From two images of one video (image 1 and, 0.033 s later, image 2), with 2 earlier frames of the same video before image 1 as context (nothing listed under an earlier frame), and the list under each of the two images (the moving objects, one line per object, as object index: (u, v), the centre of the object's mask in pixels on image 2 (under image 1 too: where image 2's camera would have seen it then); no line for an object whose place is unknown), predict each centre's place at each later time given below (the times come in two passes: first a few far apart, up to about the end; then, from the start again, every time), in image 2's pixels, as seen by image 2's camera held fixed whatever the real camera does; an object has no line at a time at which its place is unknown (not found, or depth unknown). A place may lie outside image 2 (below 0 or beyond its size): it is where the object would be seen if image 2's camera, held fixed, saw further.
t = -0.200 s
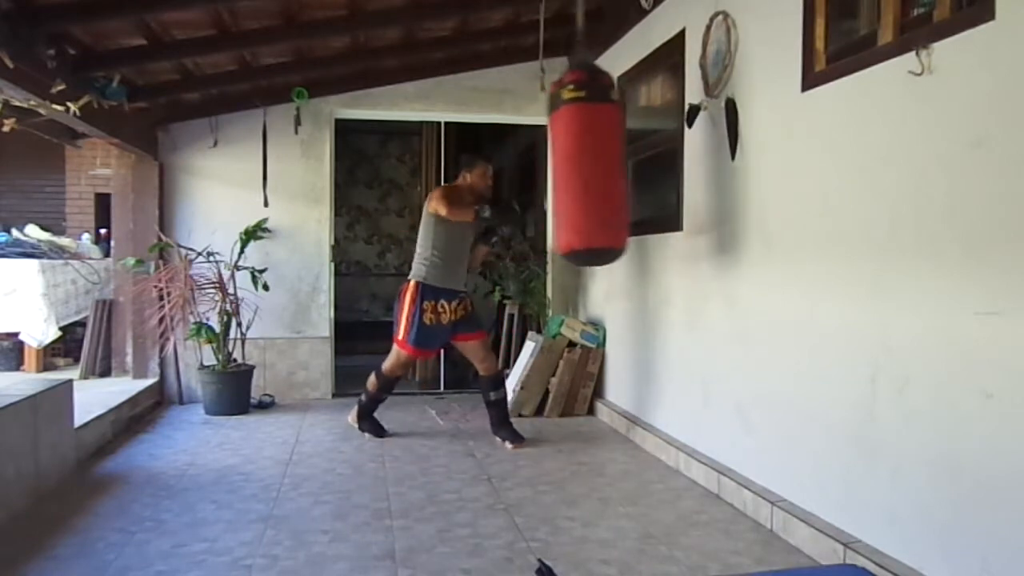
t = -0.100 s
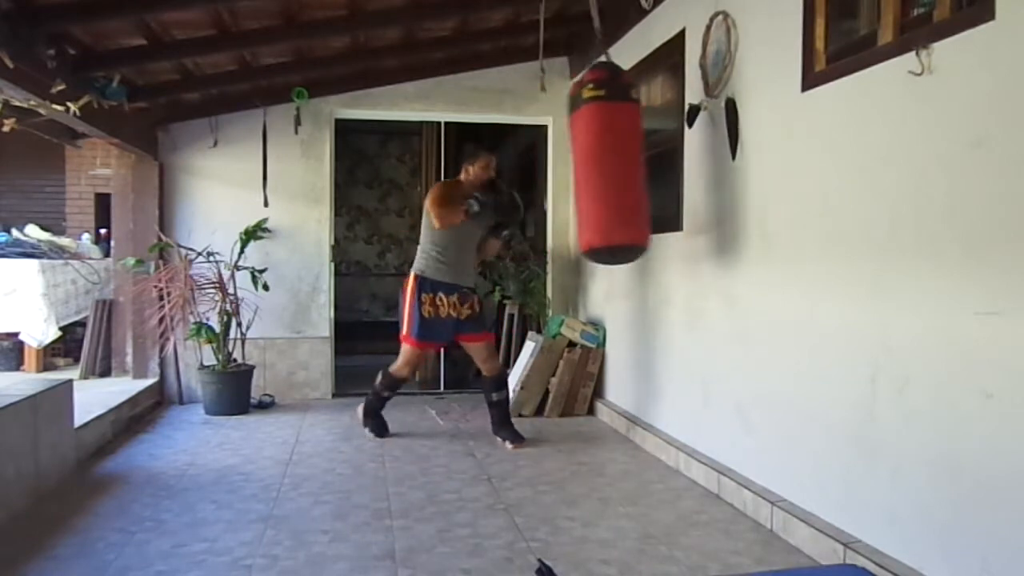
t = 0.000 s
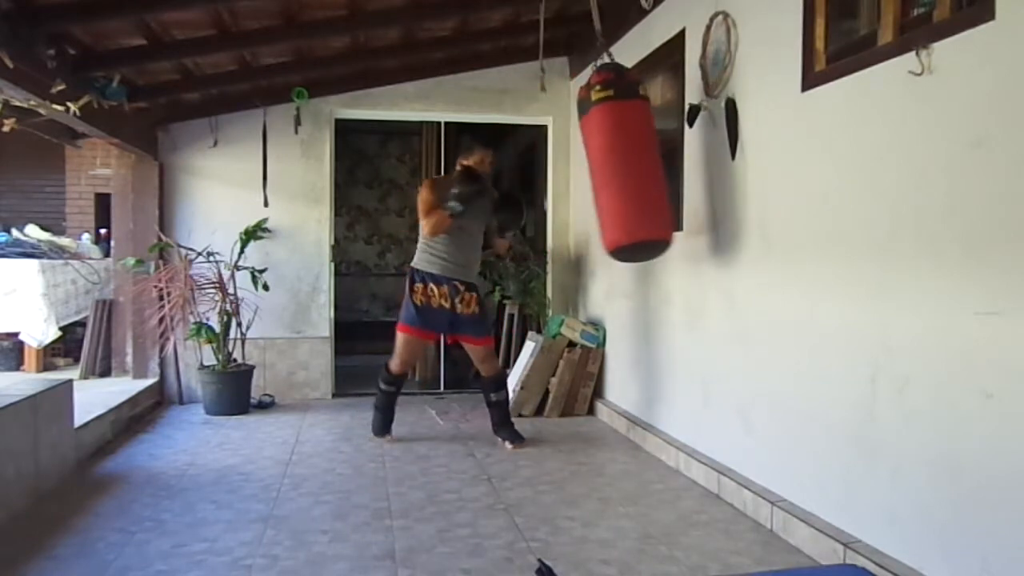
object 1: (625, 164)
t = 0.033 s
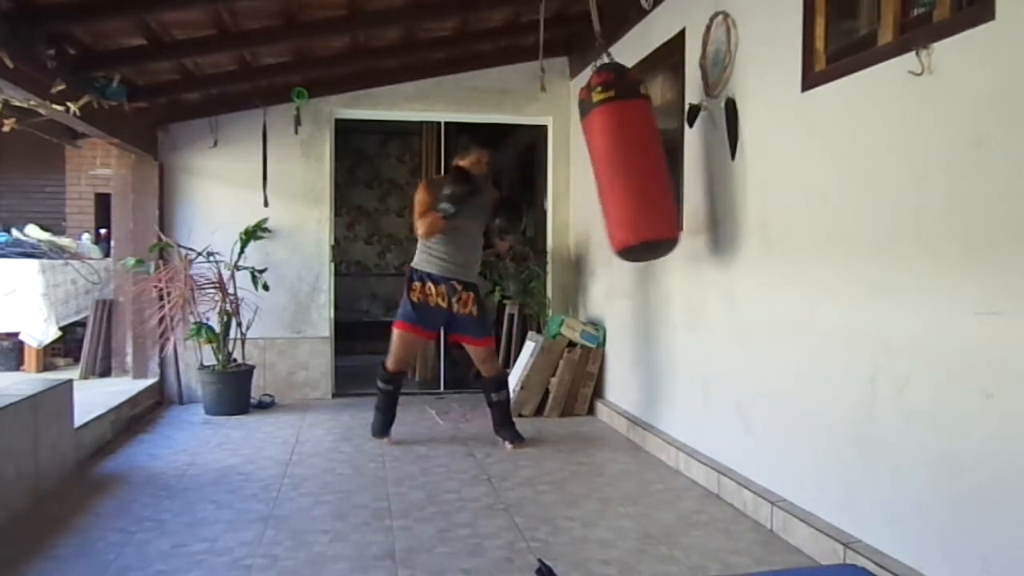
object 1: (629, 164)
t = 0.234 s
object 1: (645, 162)
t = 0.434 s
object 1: (639, 166)
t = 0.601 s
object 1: (620, 169)
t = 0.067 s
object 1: (632, 163)
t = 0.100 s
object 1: (635, 162)
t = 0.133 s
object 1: (638, 161)
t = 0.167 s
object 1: (641, 161)
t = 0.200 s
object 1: (643, 162)
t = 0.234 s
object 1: (645, 162)
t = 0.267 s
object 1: (645, 163)
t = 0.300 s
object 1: (646, 163)
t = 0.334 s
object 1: (645, 164)
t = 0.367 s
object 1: (644, 164)
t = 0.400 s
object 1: (642, 165)
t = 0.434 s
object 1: (639, 166)
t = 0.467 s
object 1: (636, 166)
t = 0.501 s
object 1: (632, 167)
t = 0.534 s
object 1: (628, 167)
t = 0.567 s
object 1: (624, 168)
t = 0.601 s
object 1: (620, 169)
